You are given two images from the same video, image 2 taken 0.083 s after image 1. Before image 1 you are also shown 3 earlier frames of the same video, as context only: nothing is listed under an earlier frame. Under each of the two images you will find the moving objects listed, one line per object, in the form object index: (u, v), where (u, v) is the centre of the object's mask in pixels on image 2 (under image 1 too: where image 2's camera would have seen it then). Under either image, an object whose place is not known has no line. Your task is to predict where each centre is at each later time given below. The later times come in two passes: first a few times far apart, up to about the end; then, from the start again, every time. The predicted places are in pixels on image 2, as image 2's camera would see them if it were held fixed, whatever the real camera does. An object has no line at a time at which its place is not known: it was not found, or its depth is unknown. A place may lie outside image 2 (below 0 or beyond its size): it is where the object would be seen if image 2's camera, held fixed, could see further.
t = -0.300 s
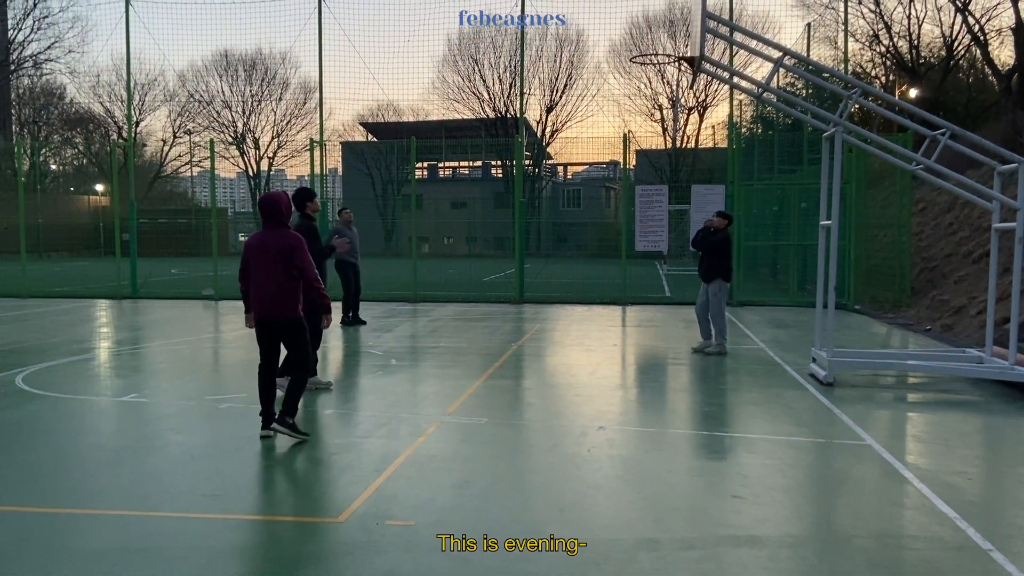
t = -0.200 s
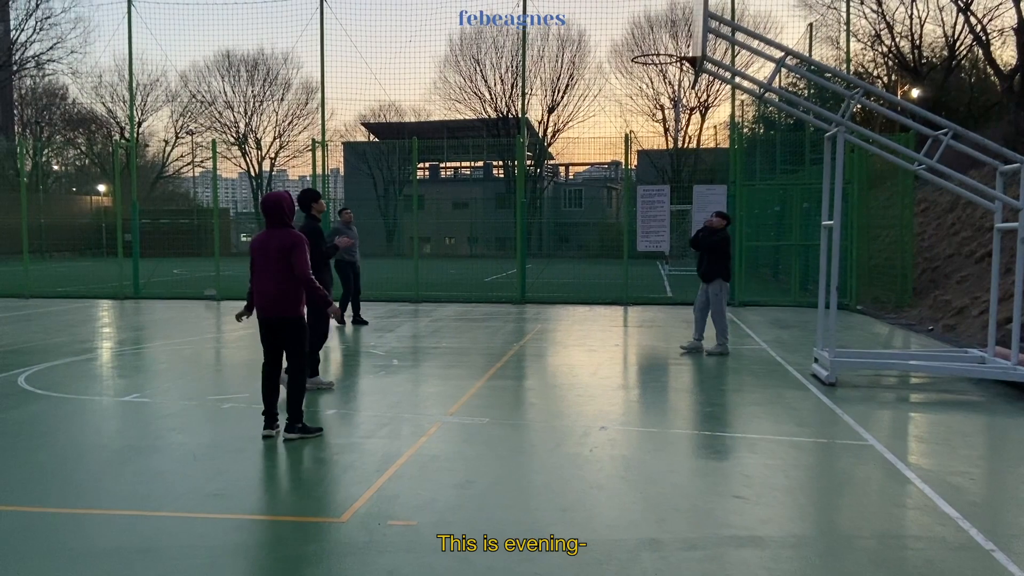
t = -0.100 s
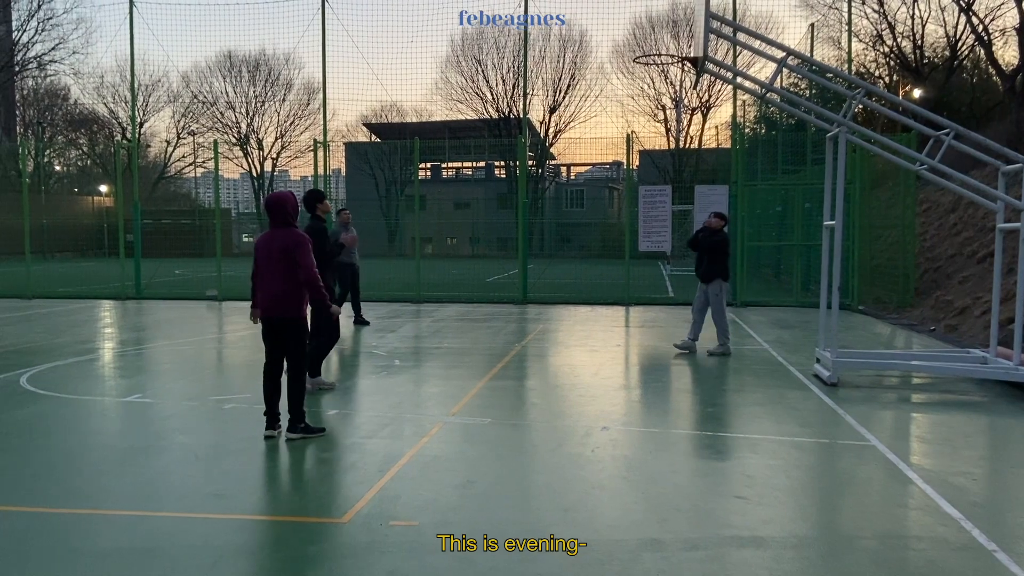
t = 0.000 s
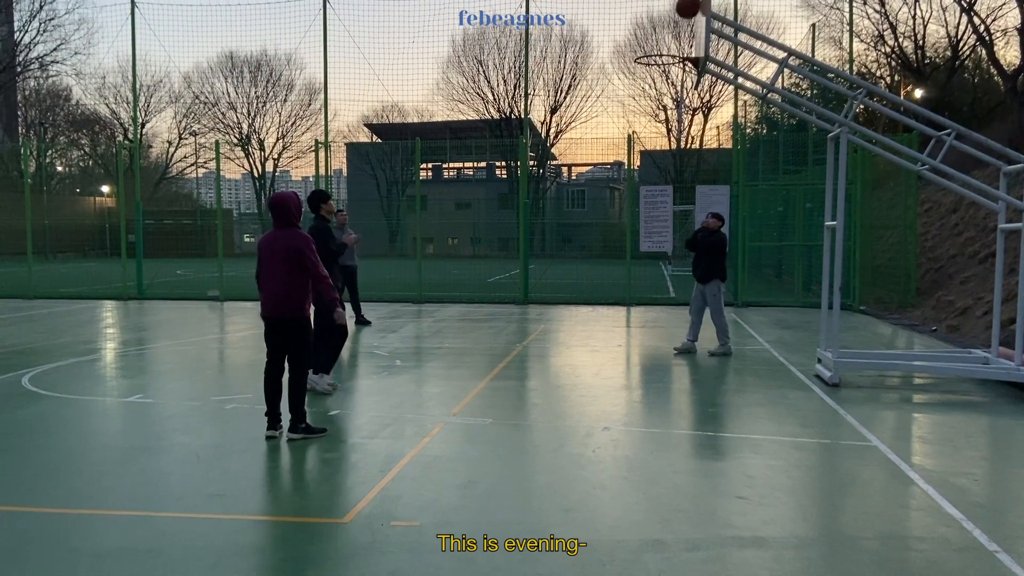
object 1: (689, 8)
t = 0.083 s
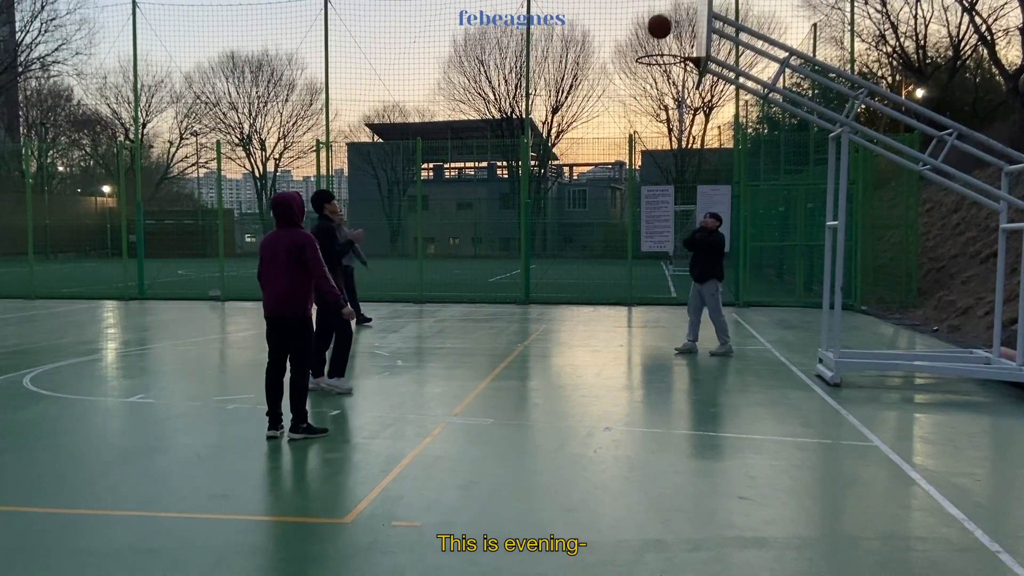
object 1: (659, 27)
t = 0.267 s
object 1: (588, 52)
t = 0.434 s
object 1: (521, 86)
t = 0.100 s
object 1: (653, 31)
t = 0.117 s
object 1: (646, 37)
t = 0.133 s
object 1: (639, 42)
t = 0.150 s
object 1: (633, 47)
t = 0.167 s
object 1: (626, 47)
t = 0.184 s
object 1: (620, 47)
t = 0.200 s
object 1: (614, 47)
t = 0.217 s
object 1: (607, 48)
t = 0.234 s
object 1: (600, 49)
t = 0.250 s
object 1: (594, 51)
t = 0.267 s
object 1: (588, 52)
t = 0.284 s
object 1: (581, 54)
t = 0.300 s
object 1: (574, 56)
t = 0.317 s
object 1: (567, 59)
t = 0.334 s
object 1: (561, 62)
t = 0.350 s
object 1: (554, 65)
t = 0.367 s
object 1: (547, 69)
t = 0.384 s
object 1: (541, 73)
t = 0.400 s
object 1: (534, 77)
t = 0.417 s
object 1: (528, 81)
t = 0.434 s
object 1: (521, 86)
